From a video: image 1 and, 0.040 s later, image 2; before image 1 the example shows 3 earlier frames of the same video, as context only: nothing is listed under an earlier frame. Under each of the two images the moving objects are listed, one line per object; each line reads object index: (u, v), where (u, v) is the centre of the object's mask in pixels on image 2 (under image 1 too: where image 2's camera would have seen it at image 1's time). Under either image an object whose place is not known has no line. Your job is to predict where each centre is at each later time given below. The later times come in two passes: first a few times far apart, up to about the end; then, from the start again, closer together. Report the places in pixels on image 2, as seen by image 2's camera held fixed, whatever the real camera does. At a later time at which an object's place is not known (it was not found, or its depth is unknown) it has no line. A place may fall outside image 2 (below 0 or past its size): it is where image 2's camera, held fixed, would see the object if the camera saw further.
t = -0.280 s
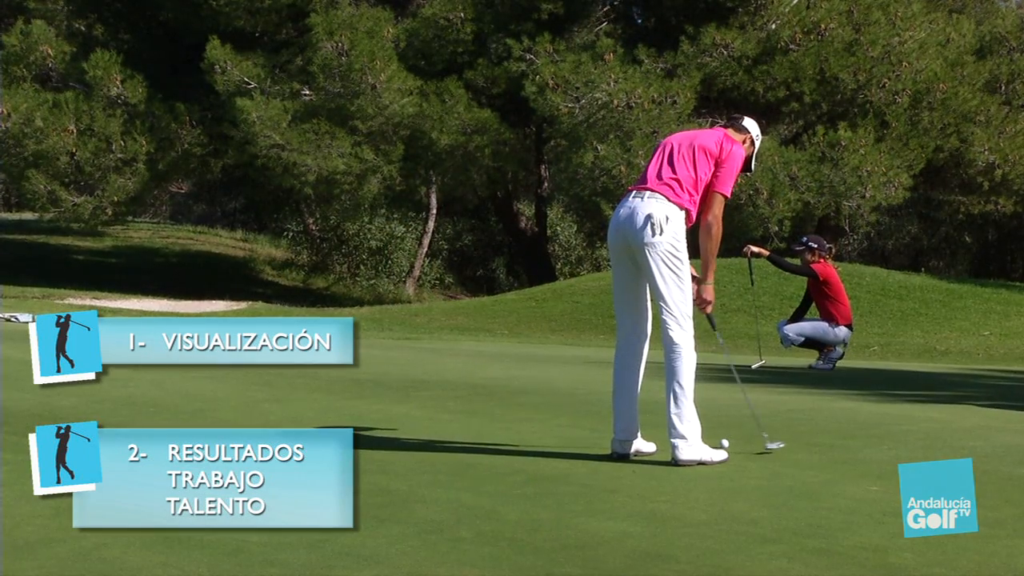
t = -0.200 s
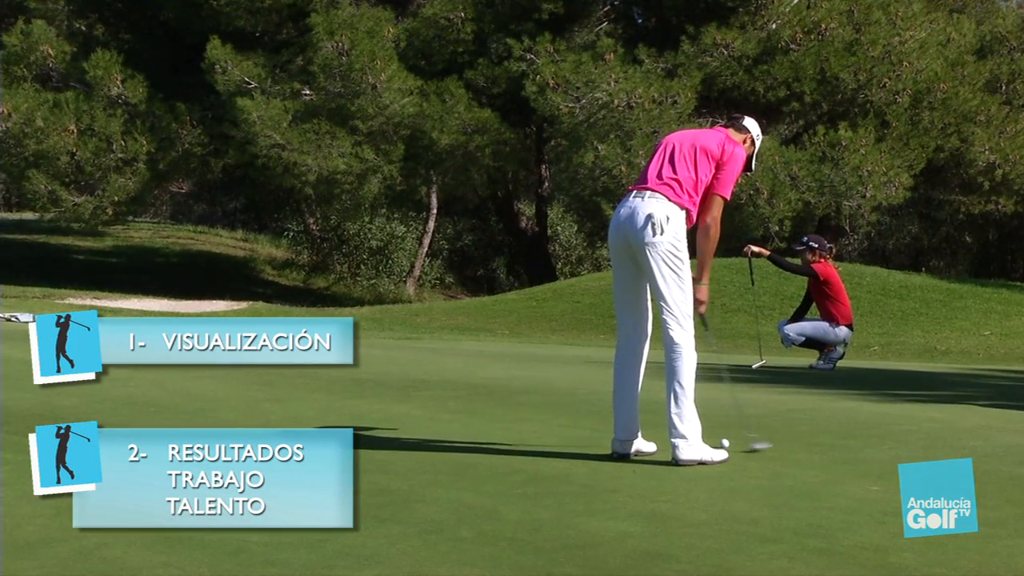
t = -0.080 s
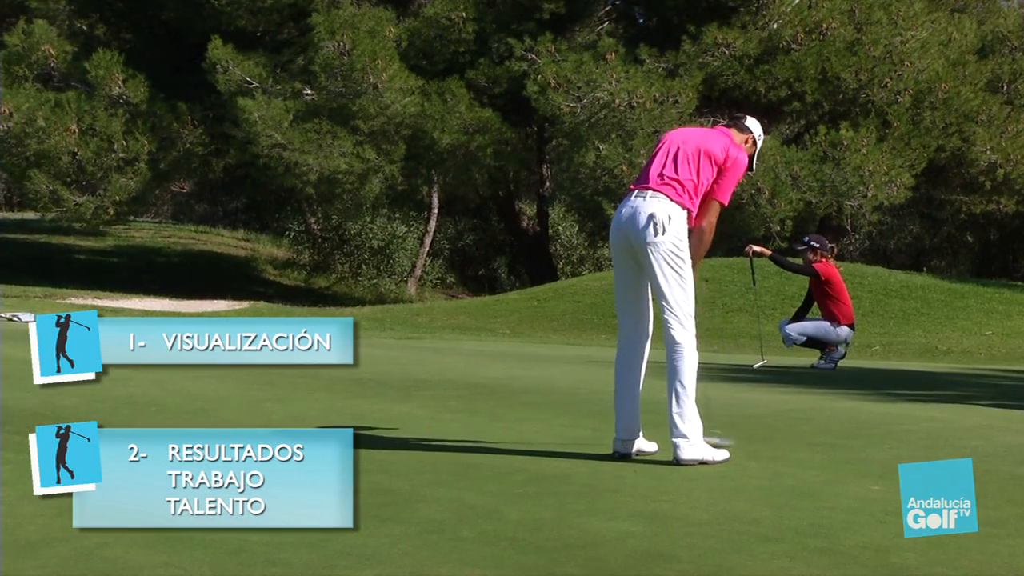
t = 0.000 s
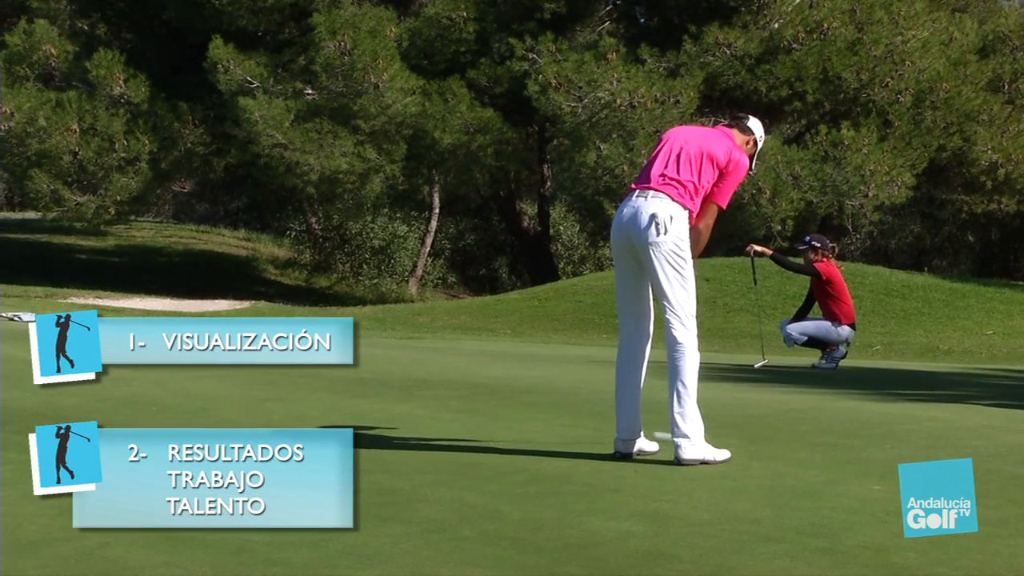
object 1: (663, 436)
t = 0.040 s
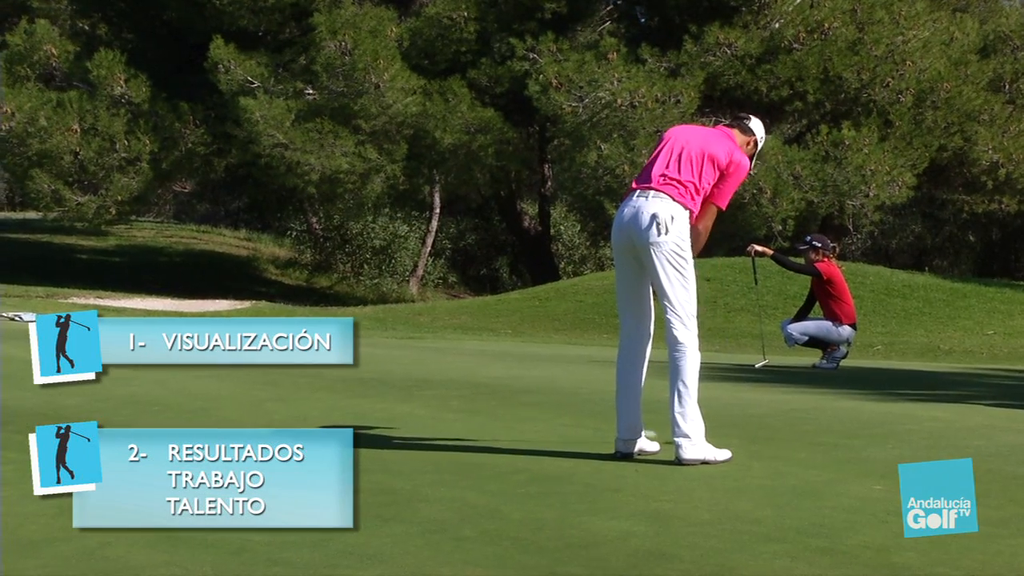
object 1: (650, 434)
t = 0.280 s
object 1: (547, 425)
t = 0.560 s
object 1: (450, 417)
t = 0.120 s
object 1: (608, 431)
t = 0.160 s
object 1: (593, 429)
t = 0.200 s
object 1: (578, 428)
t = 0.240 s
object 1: (562, 426)
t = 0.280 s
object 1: (547, 425)
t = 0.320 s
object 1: (532, 423)
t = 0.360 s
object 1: (517, 422)
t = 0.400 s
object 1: (503, 421)
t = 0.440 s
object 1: (489, 420)
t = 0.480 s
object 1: (475, 419)
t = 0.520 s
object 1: (462, 417)
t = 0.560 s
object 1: (450, 417)
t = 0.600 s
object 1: (438, 415)
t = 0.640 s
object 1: (426, 414)
